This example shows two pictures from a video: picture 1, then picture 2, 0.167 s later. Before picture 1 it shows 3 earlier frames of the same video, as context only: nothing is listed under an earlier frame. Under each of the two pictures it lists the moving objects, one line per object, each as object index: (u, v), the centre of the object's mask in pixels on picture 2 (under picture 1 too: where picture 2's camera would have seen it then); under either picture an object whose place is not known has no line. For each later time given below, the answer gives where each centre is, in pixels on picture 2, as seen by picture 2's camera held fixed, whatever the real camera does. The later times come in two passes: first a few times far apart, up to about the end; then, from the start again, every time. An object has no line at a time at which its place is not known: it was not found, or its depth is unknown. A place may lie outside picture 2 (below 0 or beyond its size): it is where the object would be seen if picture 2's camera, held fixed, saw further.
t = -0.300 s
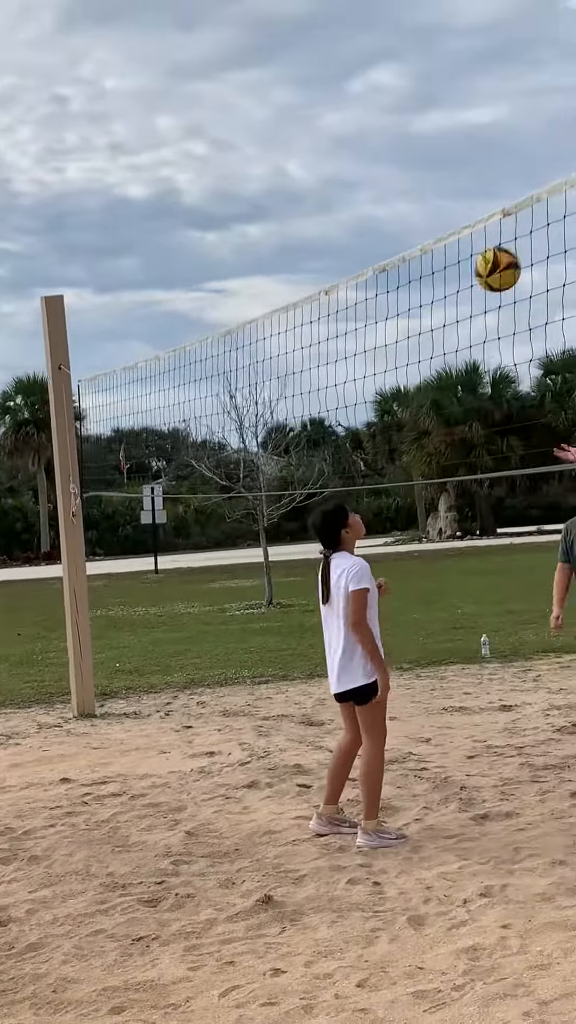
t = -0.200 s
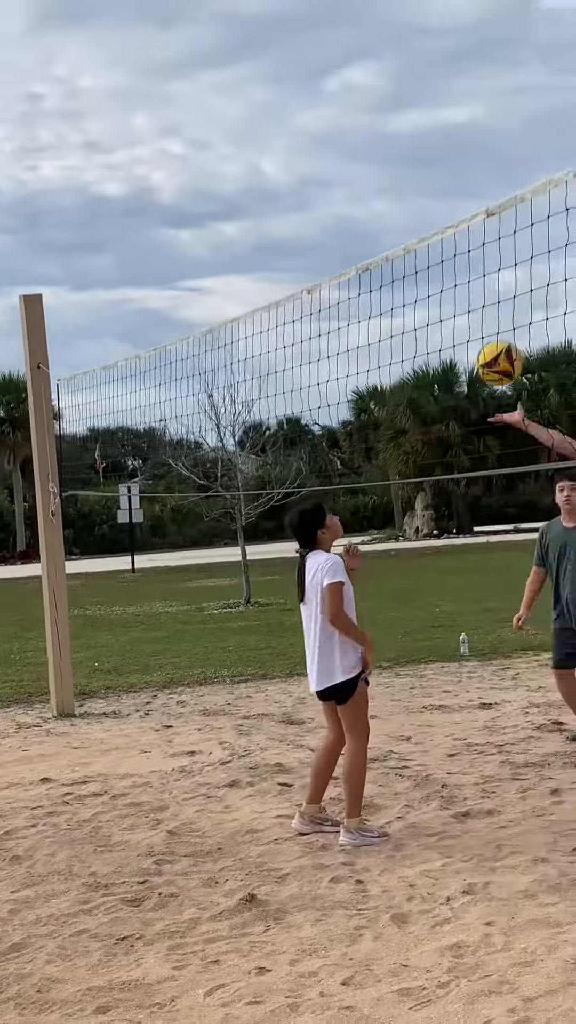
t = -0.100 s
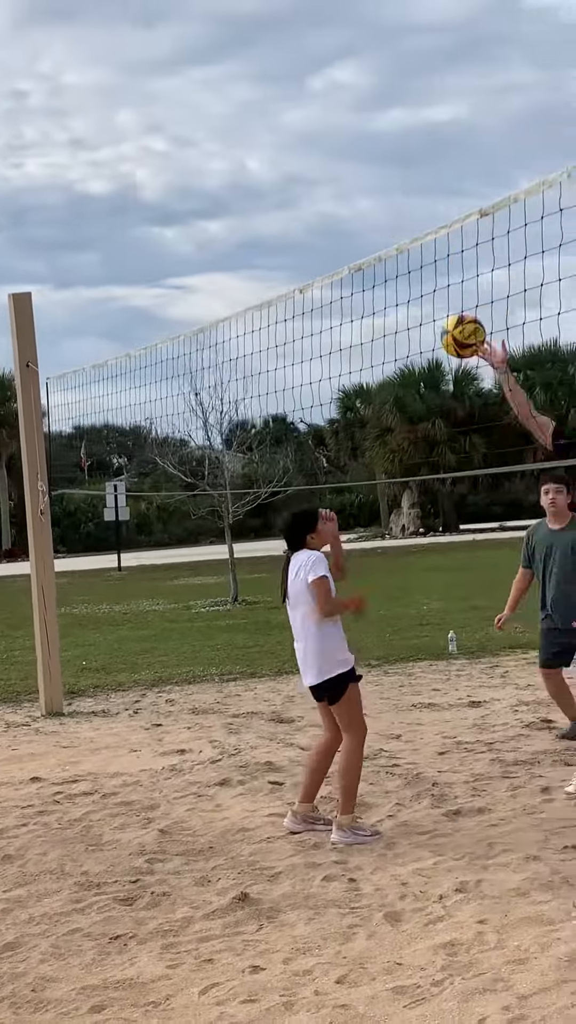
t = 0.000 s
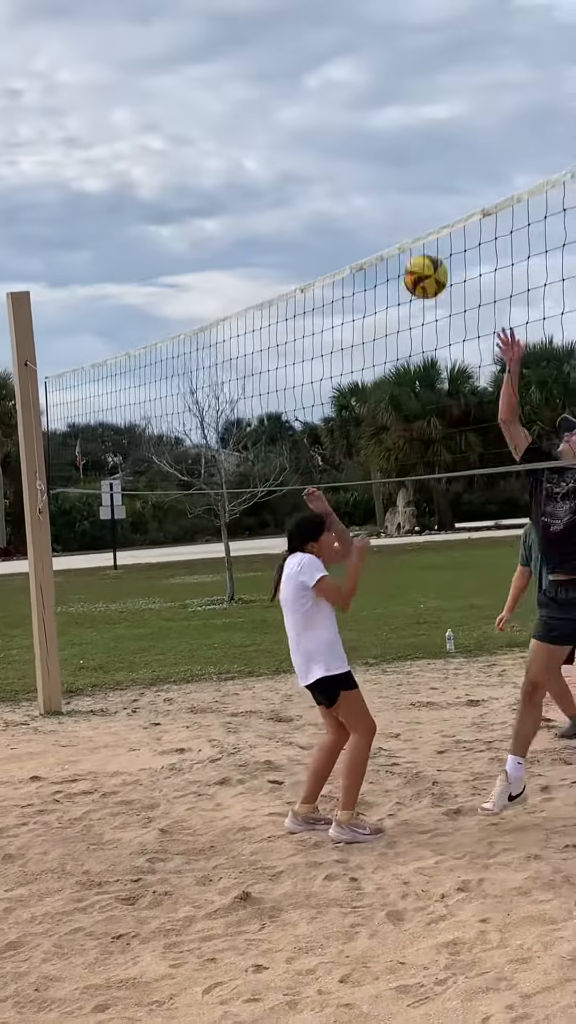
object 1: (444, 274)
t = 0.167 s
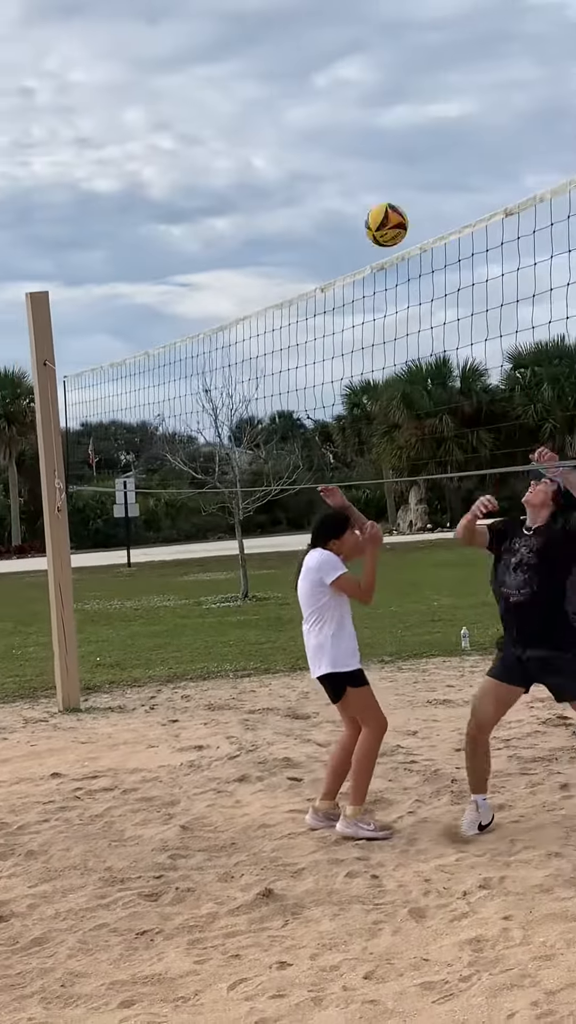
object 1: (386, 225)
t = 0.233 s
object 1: (366, 221)
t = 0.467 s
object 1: (303, 272)
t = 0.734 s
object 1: (243, 446)
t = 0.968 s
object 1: (194, 685)
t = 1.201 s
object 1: (136, 668)
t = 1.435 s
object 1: (79, 617)
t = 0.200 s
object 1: (376, 222)
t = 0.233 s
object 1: (366, 221)
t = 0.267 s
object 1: (357, 222)
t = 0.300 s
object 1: (347, 225)
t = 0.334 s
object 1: (338, 231)
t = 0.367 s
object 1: (329, 239)
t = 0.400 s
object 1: (320, 248)
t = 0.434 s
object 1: (312, 260)
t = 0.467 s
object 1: (303, 272)
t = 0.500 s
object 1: (294, 283)
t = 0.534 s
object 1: (285, 303)
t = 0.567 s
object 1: (279, 327)
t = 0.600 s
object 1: (271, 345)
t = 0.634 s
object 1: (264, 367)
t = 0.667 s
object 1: (257, 392)
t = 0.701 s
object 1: (250, 418)
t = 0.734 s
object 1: (243, 446)
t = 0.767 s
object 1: (236, 473)
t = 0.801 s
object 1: (228, 505)
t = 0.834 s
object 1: (221, 537)
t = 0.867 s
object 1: (214, 571)
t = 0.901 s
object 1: (207, 607)
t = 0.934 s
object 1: (200, 646)
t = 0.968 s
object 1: (194, 685)
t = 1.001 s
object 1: (187, 726)
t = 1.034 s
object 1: (181, 767)
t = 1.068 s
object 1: (172, 744)
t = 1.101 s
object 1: (163, 722)
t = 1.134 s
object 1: (154, 701)
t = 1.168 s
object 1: (145, 683)
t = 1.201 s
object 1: (136, 668)
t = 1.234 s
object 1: (129, 654)
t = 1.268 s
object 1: (120, 643)
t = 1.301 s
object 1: (111, 632)
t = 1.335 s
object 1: (103, 625)
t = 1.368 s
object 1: (95, 620)
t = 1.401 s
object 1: (87, 617)
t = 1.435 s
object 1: (79, 617)
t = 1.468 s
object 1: (74, 616)
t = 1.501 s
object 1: (74, 619)
